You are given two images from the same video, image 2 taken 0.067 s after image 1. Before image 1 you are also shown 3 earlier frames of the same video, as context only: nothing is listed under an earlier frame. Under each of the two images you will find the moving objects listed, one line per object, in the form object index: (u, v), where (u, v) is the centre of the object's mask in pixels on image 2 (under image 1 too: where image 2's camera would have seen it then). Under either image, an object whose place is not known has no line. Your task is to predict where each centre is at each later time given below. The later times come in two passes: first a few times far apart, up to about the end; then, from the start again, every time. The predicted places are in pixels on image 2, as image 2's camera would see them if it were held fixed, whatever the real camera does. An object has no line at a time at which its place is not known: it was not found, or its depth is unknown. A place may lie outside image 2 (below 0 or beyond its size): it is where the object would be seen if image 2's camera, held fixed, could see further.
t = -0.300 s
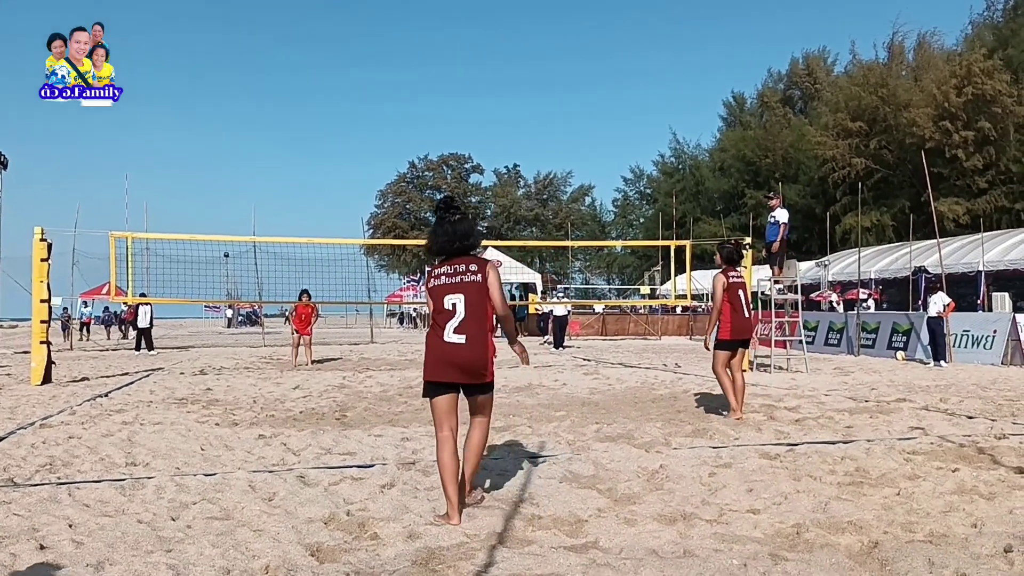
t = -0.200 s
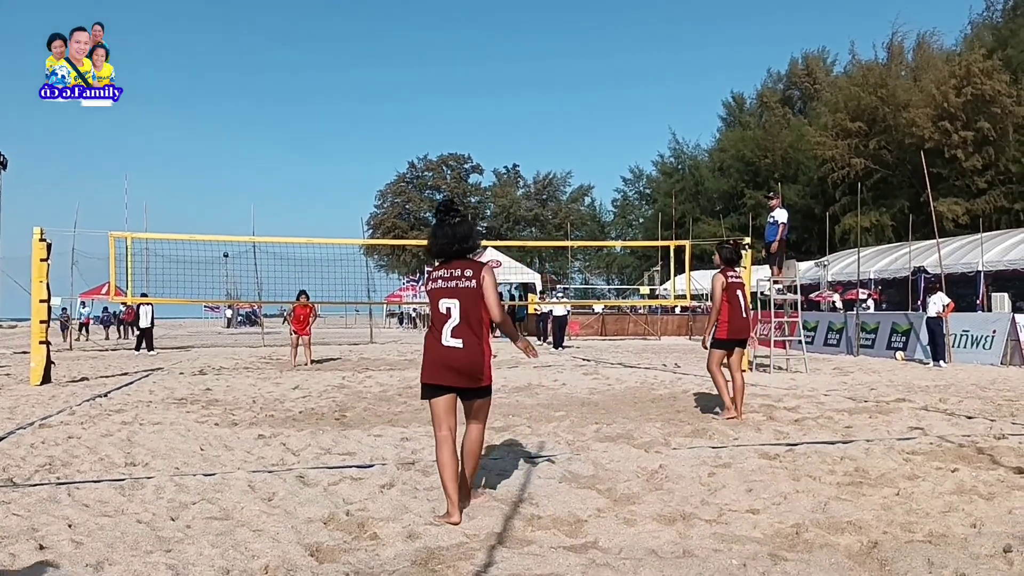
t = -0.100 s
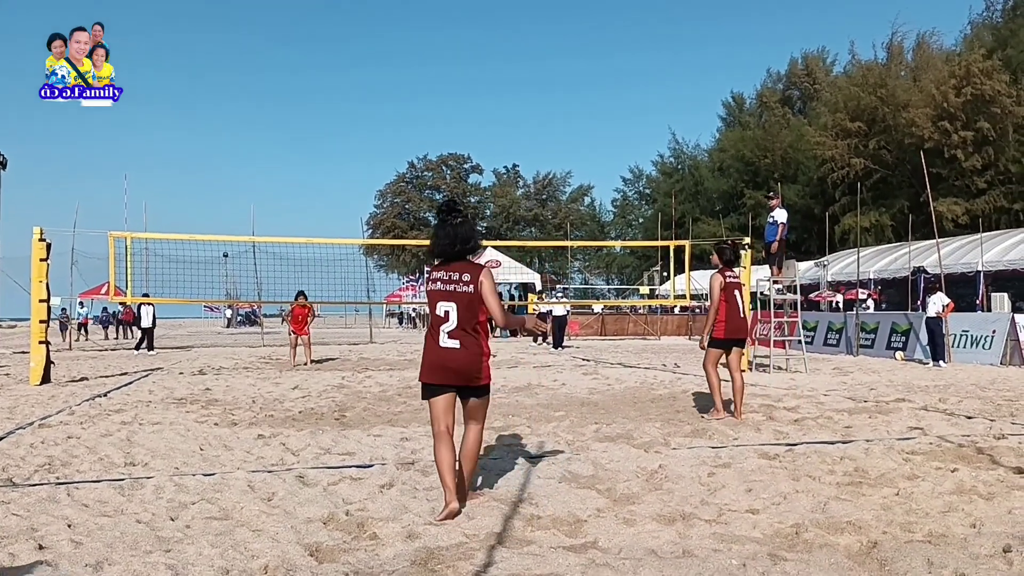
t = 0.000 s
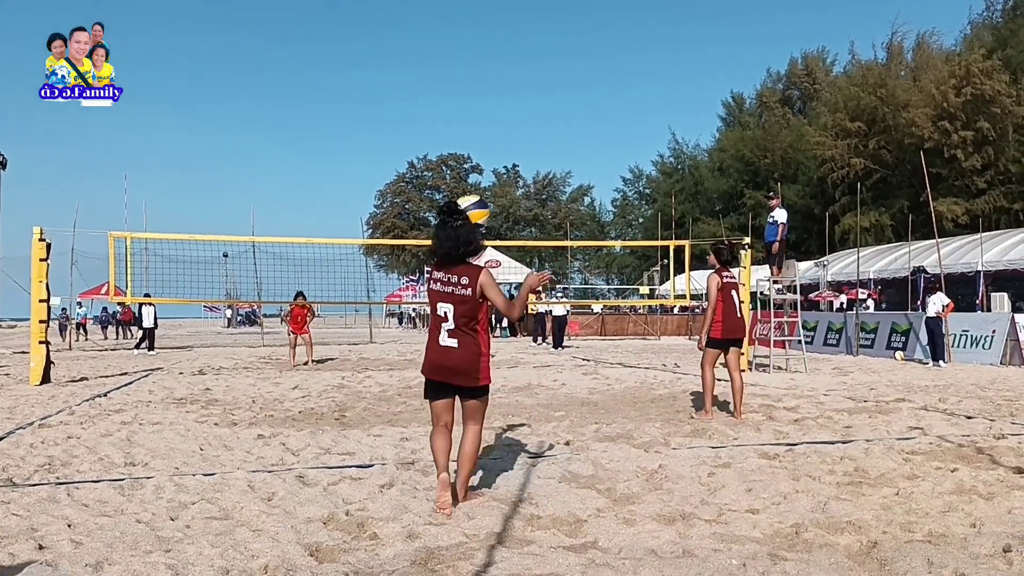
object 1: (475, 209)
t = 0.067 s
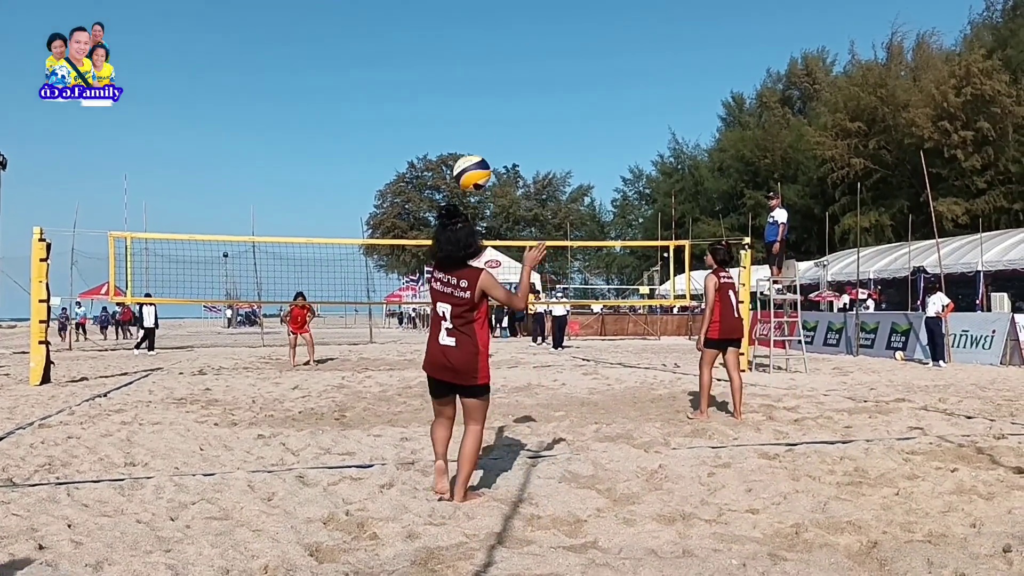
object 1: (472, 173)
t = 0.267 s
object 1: (476, 99)
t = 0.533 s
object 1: (482, 106)
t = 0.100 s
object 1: (473, 156)
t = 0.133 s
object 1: (473, 141)
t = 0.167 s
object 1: (474, 127)
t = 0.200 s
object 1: (474, 116)
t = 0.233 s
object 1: (475, 107)
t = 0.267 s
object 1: (476, 99)
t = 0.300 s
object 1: (476, 93)
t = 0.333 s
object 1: (477, 90)
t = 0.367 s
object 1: (478, 88)
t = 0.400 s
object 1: (478, 88)
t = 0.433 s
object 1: (479, 90)
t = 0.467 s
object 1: (480, 93)
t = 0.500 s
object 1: (481, 99)
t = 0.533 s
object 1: (482, 106)
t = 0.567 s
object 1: (483, 116)
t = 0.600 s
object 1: (484, 126)
